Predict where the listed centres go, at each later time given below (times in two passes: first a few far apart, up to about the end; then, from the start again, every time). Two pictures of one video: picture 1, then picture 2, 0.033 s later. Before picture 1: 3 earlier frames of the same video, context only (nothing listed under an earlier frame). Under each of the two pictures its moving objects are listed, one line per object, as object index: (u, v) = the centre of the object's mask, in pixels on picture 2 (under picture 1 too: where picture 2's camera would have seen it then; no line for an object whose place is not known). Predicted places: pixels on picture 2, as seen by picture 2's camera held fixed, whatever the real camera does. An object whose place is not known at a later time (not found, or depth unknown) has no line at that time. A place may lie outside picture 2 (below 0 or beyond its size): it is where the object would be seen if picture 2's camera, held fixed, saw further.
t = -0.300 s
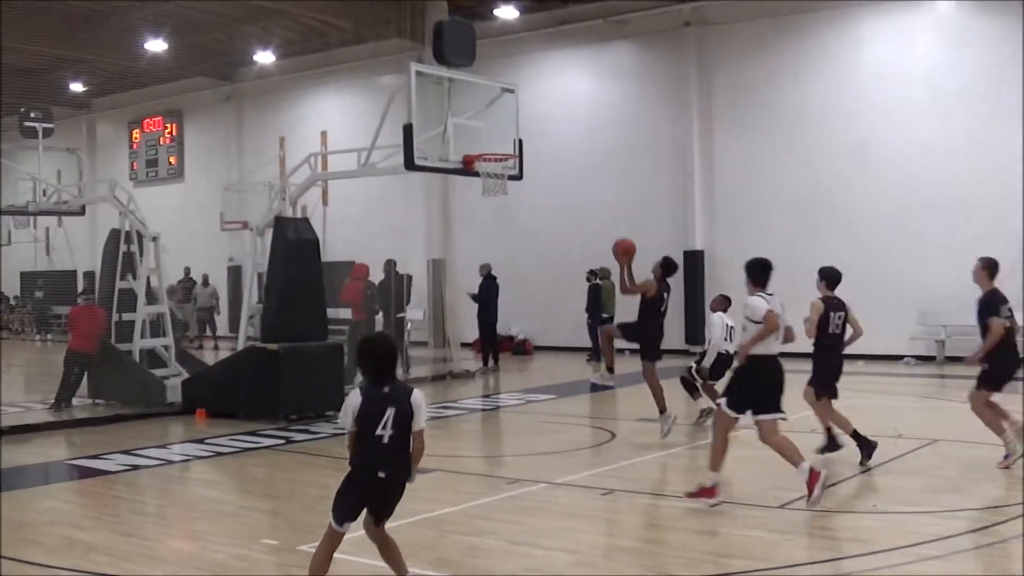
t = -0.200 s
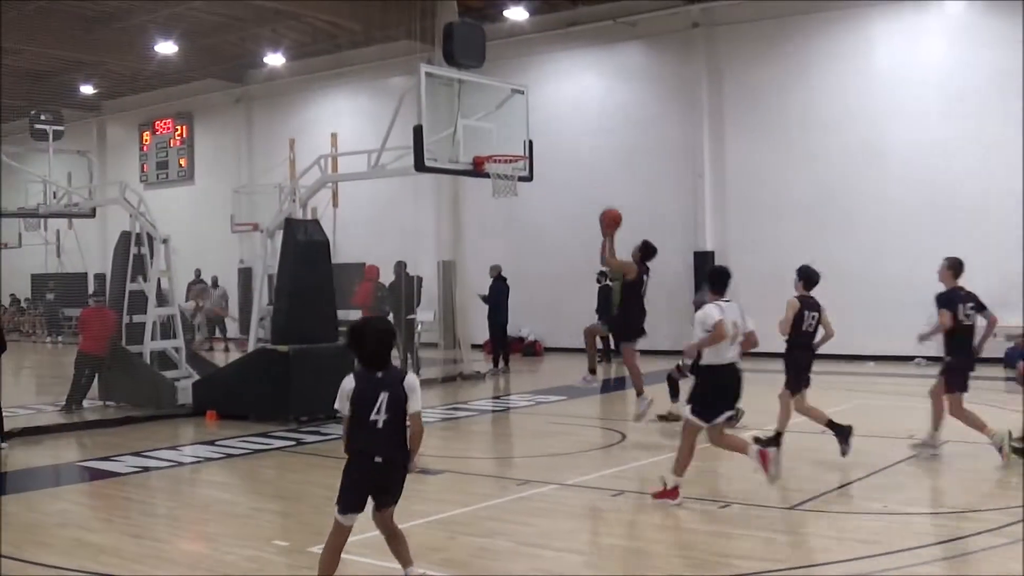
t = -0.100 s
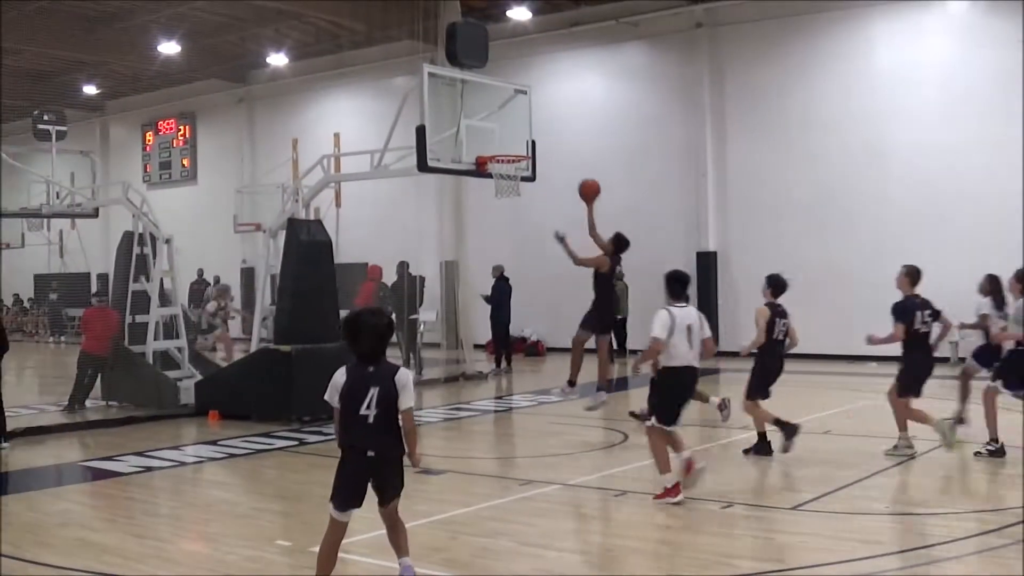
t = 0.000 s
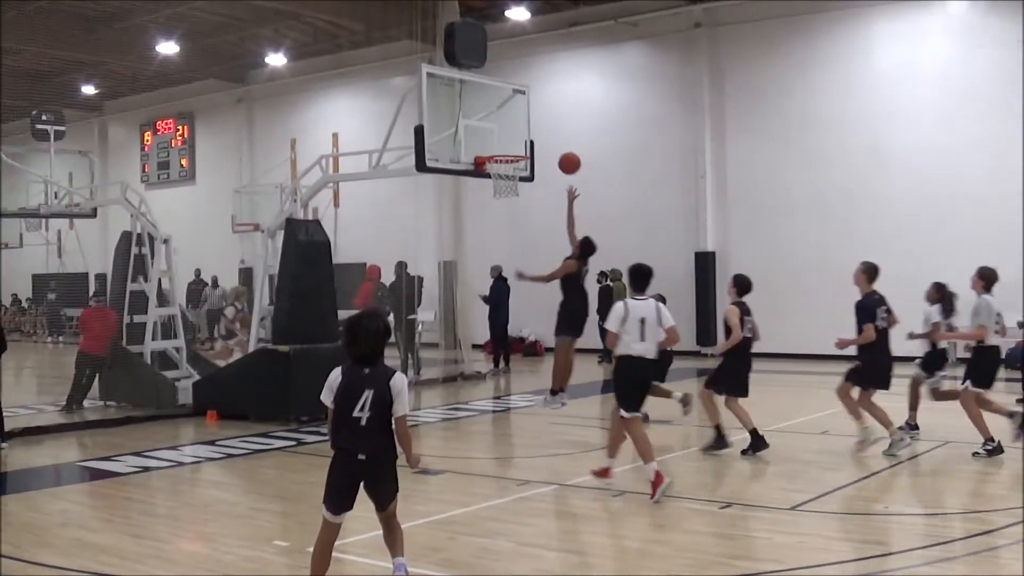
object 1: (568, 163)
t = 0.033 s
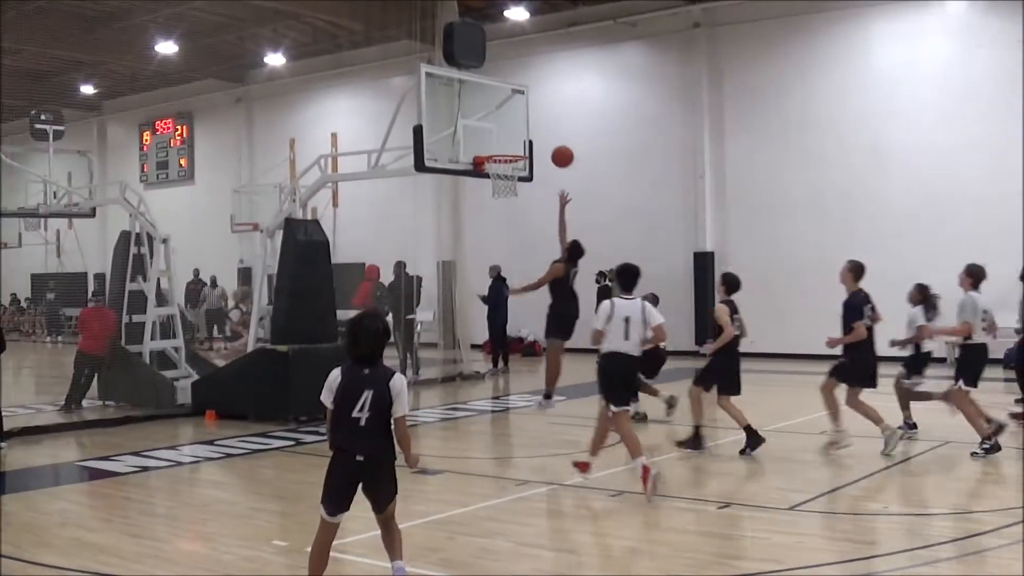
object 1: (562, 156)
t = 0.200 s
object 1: (534, 139)
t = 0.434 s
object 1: (497, 154)
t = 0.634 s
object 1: (520, 169)
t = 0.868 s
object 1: (512, 188)
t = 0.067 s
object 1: (556, 151)
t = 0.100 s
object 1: (551, 146)
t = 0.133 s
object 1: (545, 142)
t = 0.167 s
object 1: (539, 140)
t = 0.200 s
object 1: (534, 139)
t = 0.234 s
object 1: (529, 138)
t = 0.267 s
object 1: (523, 139)
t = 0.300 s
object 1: (518, 140)
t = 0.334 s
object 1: (513, 143)
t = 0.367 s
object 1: (507, 145)
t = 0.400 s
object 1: (502, 148)
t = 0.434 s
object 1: (497, 154)
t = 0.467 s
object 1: (501, 156)
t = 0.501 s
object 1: (505, 158)
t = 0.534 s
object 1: (510, 161)
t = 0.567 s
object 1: (515, 165)
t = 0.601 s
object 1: (519, 169)
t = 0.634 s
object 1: (520, 169)
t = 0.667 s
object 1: (520, 170)
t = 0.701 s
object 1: (520, 170)
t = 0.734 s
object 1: (519, 172)
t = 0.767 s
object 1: (516, 176)
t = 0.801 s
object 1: (515, 179)
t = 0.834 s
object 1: (513, 182)
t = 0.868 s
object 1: (512, 188)
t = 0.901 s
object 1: (510, 195)
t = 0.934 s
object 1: (509, 201)
